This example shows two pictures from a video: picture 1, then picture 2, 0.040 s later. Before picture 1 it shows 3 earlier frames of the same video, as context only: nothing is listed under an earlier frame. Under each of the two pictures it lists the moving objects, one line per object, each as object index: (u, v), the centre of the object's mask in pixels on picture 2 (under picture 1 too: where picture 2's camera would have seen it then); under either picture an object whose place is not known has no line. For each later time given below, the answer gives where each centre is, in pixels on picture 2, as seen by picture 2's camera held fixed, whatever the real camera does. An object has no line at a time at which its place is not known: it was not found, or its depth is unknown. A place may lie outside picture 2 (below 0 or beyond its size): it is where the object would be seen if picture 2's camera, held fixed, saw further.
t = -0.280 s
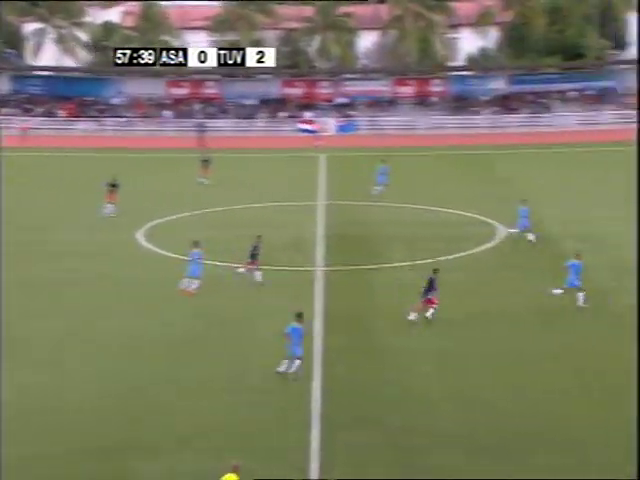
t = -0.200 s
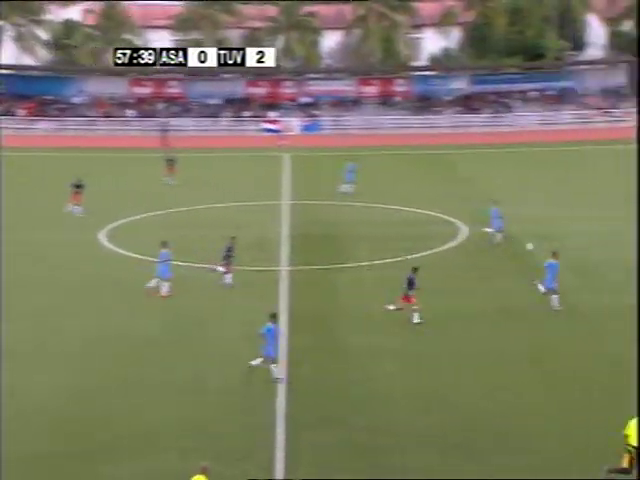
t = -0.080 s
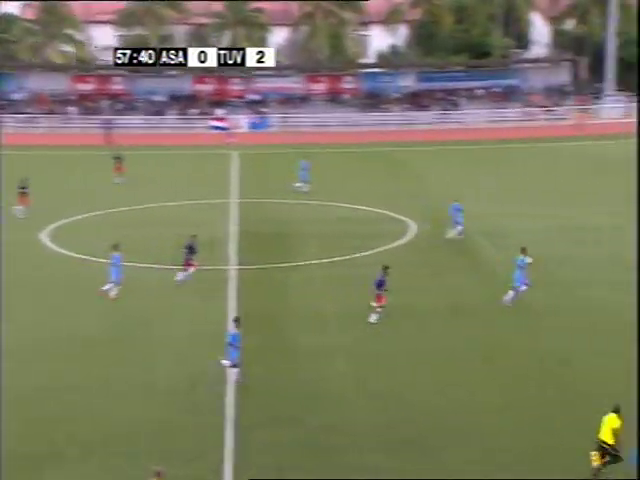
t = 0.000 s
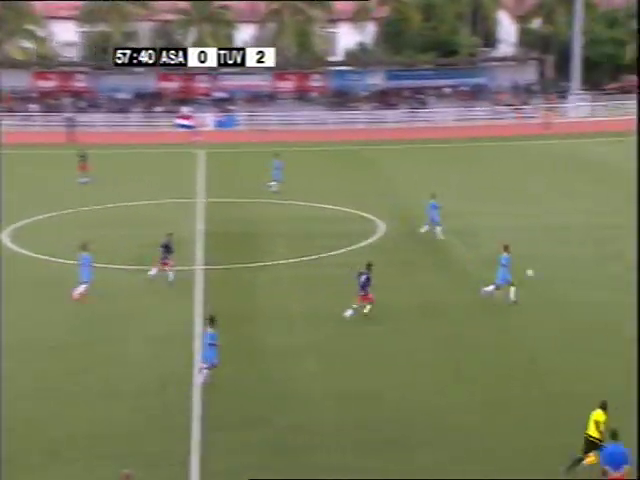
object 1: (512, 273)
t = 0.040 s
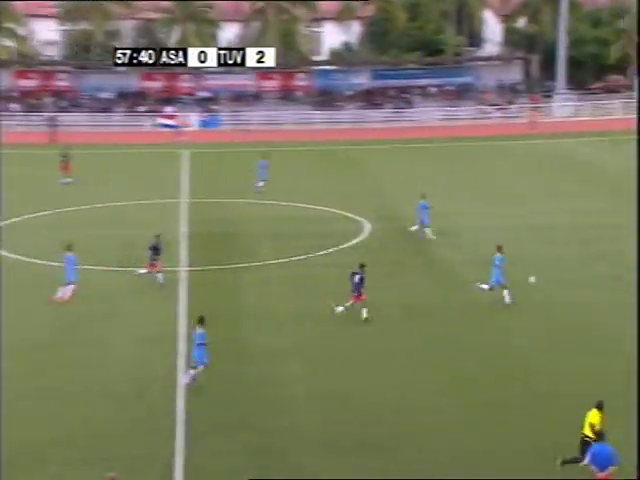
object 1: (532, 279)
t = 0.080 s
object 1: (551, 287)
